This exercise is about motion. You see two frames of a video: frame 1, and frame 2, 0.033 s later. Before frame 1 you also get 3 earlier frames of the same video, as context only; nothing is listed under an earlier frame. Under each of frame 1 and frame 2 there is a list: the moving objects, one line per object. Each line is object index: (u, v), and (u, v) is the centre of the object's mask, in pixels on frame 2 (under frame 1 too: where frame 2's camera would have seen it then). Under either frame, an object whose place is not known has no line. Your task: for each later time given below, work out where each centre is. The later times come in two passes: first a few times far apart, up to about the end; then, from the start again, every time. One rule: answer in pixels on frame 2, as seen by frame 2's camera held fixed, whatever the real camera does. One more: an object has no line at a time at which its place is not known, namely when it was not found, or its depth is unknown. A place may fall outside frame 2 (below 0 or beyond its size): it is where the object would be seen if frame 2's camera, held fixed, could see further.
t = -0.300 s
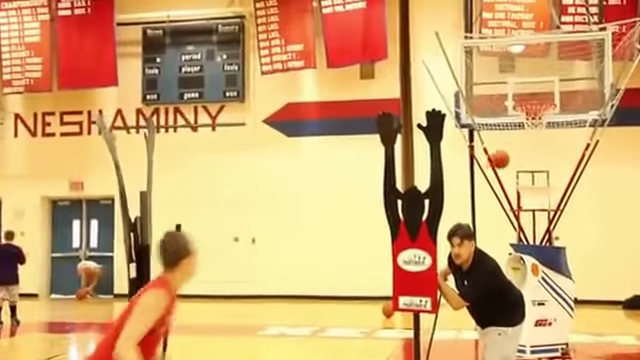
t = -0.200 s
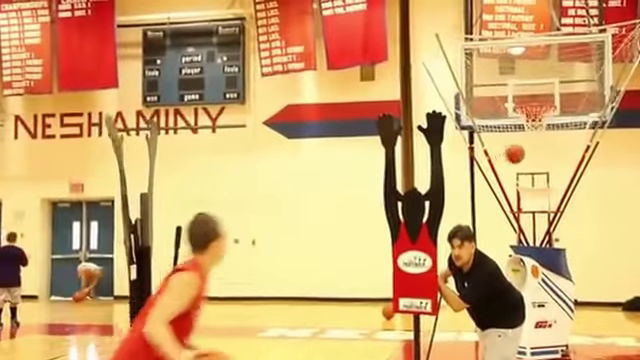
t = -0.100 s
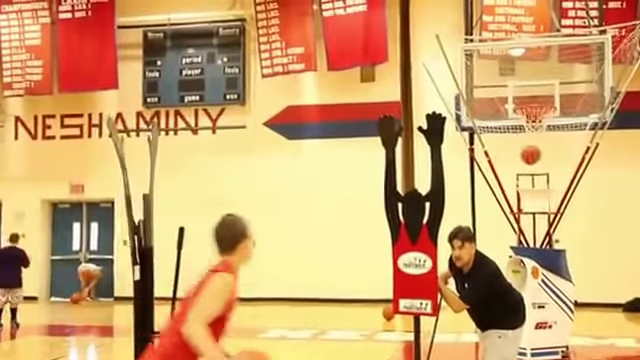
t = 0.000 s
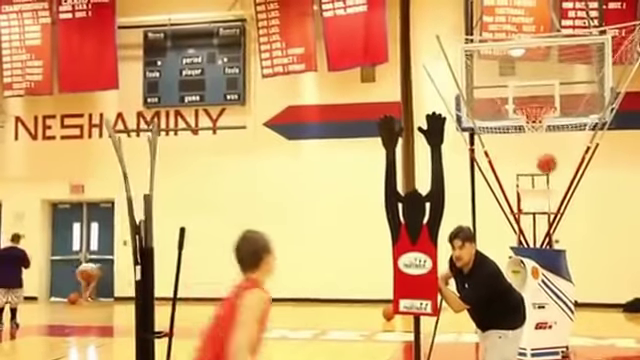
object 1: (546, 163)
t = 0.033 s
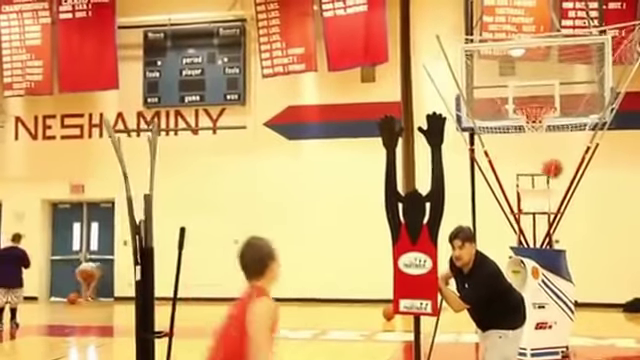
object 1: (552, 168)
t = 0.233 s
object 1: (544, 175)
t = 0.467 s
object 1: (521, 179)
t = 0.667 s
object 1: (517, 177)
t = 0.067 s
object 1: (557, 173)
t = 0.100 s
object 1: (559, 176)
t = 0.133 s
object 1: (557, 176)
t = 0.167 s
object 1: (552, 175)
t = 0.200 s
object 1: (548, 175)
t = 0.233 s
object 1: (544, 175)
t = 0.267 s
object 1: (540, 177)
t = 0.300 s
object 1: (536, 178)
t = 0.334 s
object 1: (533, 179)
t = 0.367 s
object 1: (529, 179)
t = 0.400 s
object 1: (527, 180)
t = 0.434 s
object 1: (523, 180)
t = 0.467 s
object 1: (521, 179)
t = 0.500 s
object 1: (520, 178)
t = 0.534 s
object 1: (518, 177)
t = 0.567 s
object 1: (517, 177)
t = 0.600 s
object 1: (517, 177)
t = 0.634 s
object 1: (517, 177)
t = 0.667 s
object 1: (517, 177)
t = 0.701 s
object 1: (517, 178)
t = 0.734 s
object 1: (518, 178)
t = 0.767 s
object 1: (520, 179)
